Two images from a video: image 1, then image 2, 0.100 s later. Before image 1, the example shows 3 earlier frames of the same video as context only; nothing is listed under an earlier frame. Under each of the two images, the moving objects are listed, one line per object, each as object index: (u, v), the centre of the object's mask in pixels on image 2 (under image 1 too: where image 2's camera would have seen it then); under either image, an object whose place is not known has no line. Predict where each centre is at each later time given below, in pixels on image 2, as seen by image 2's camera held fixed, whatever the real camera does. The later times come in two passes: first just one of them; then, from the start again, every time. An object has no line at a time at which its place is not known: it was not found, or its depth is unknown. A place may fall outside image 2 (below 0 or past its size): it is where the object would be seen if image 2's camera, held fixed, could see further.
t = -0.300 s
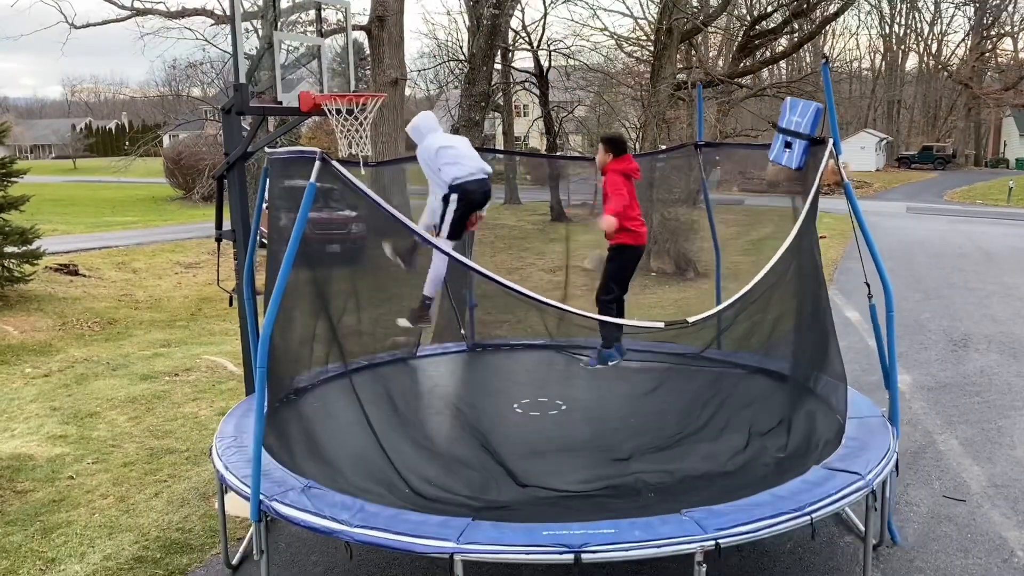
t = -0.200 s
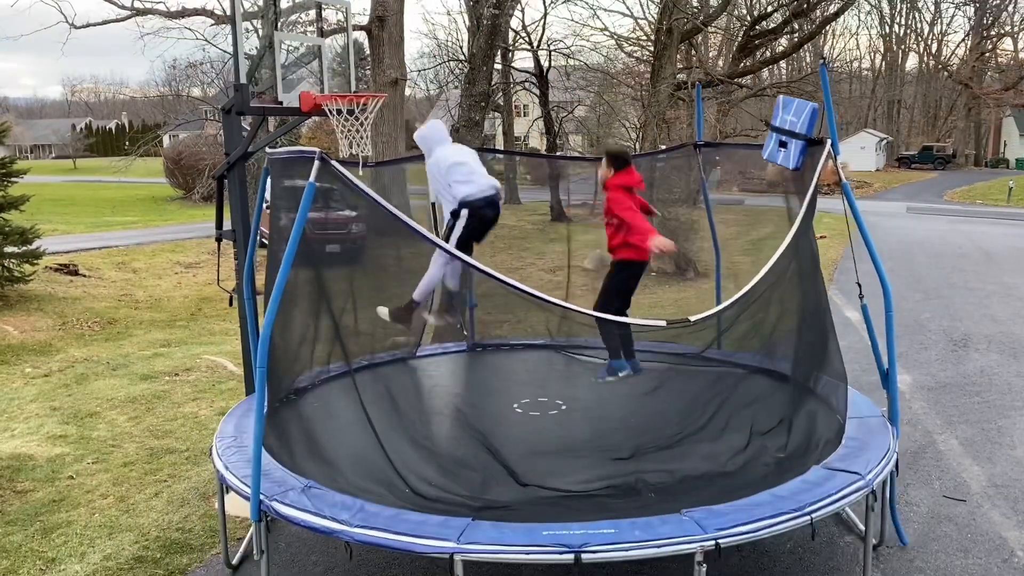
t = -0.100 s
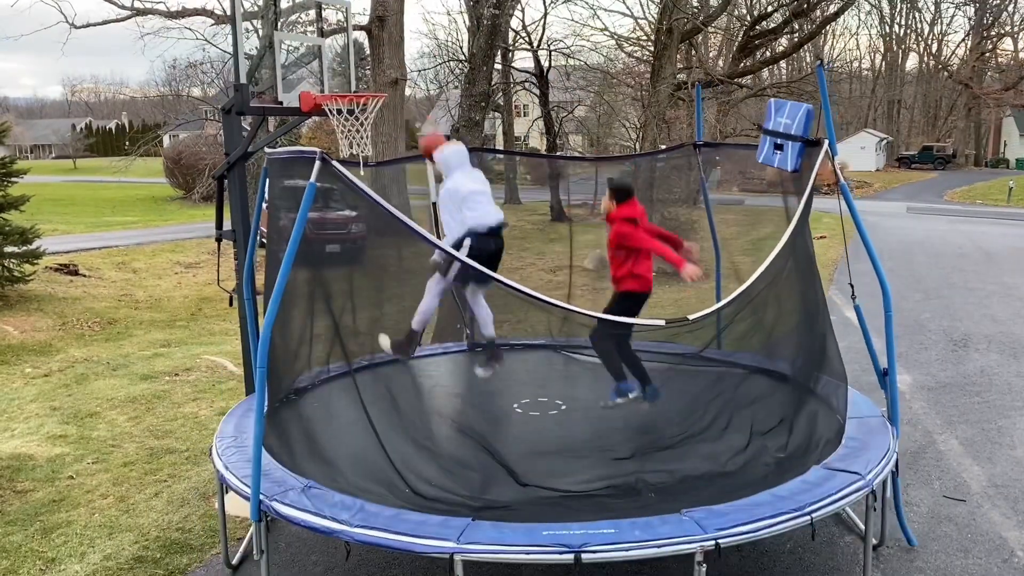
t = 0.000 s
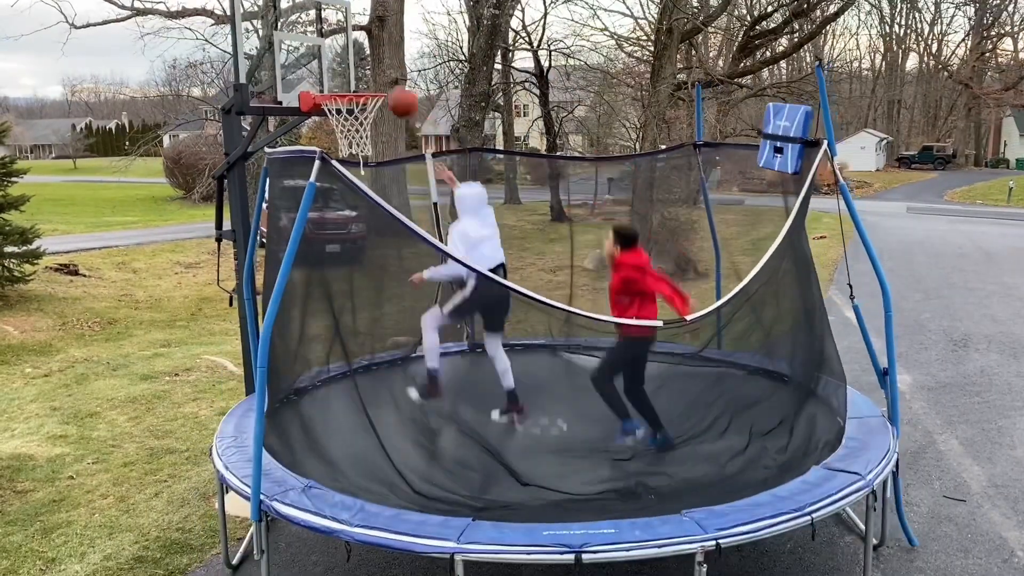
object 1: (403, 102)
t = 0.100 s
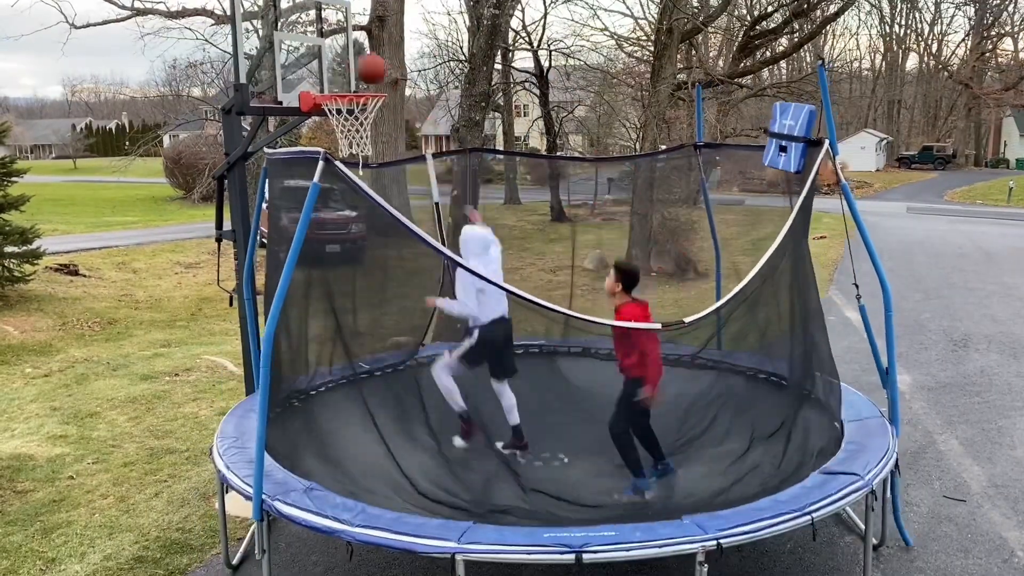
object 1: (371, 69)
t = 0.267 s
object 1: (359, 49)
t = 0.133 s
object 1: (361, 61)
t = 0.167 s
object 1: (356, 55)
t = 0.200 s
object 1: (357, 52)
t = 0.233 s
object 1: (359, 50)
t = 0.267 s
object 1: (359, 49)
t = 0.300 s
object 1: (362, 49)
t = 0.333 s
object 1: (364, 52)
